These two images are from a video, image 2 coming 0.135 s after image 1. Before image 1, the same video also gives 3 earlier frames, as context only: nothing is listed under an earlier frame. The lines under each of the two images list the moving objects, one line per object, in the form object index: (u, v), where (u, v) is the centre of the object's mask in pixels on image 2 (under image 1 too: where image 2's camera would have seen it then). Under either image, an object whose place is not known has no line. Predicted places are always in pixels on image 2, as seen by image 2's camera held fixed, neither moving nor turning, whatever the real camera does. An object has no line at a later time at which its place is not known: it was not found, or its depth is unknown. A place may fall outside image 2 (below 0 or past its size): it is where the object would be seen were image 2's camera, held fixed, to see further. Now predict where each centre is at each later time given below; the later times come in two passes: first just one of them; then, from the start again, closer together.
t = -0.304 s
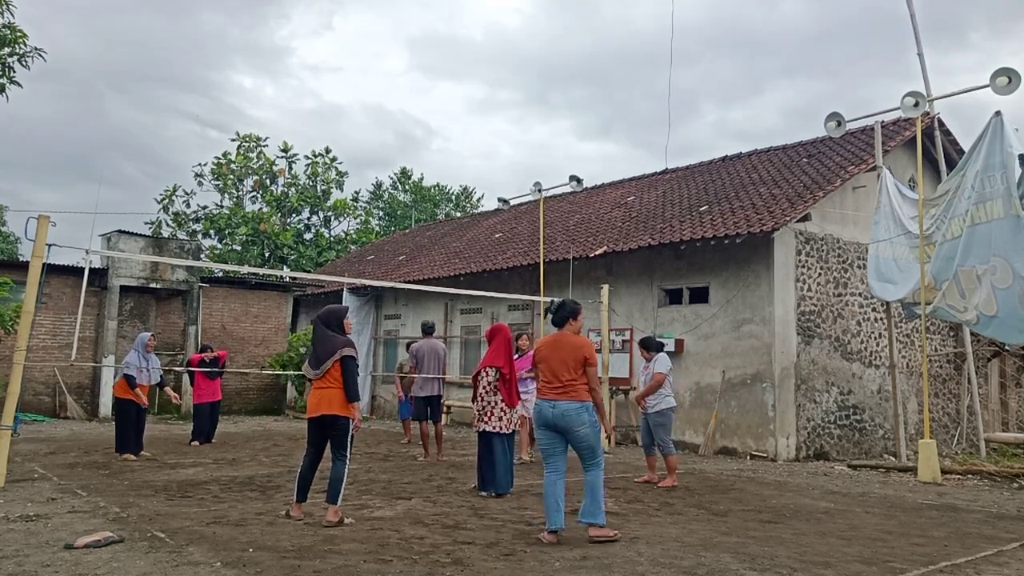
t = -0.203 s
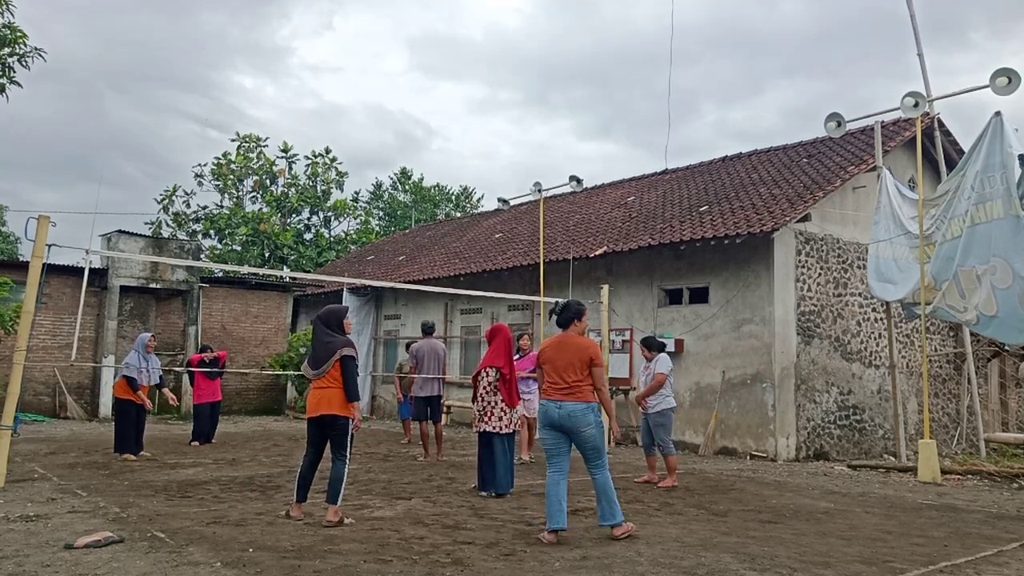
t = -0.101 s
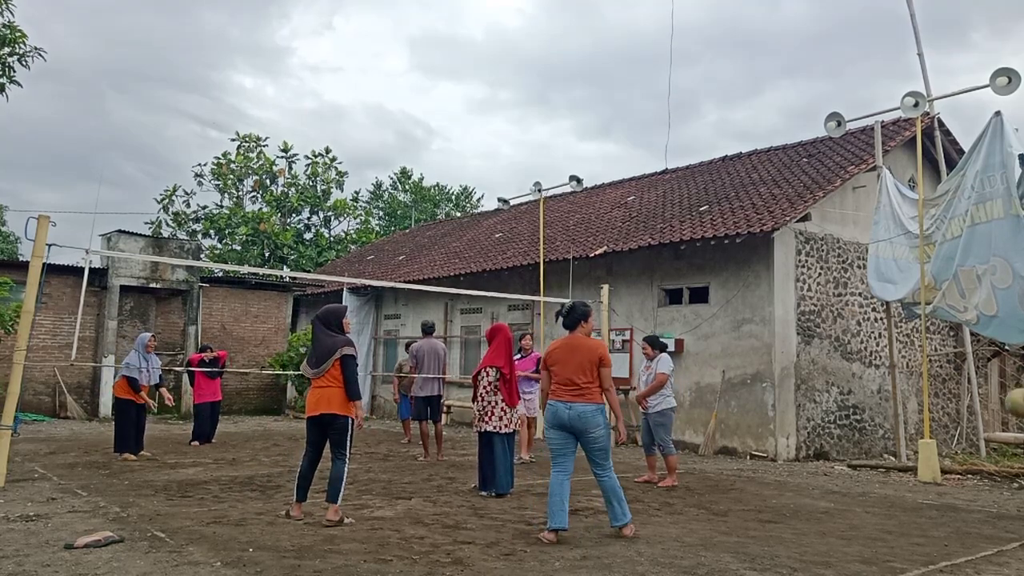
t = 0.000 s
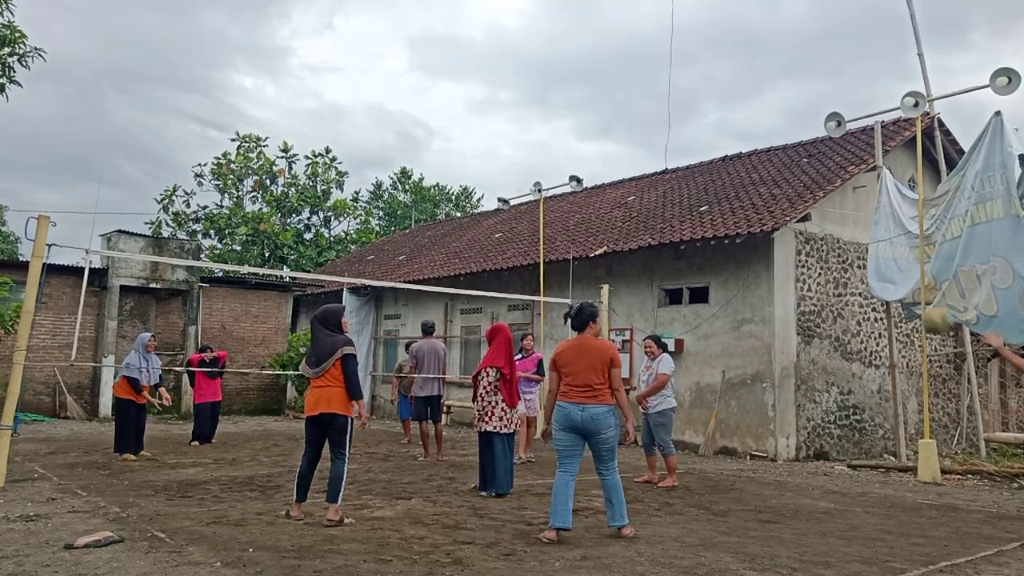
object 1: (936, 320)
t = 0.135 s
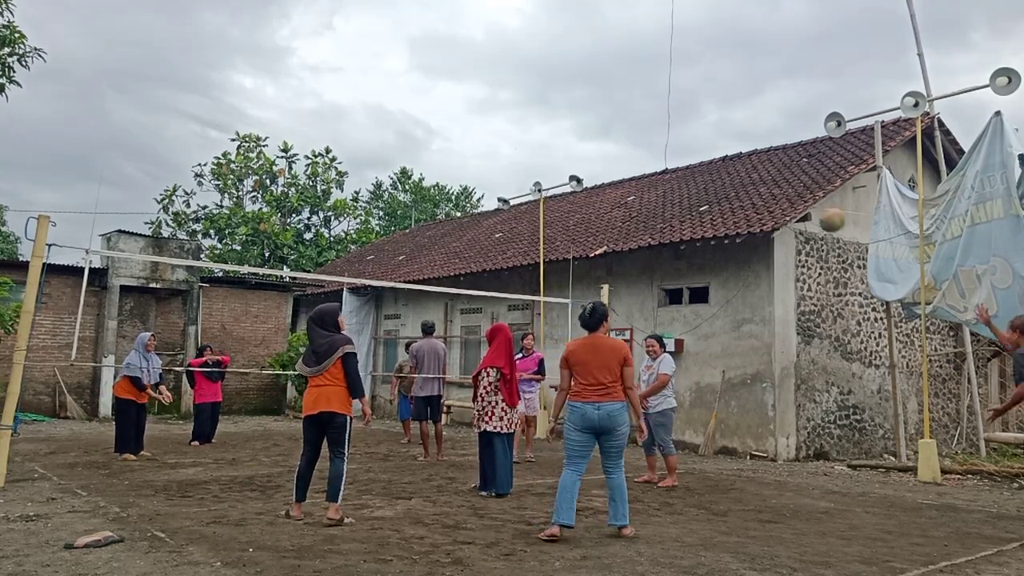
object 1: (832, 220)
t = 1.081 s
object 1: (516, 214)
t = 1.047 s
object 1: (520, 204)
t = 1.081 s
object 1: (516, 214)
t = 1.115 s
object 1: (510, 225)
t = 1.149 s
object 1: (504, 236)
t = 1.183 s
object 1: (500, 248)
